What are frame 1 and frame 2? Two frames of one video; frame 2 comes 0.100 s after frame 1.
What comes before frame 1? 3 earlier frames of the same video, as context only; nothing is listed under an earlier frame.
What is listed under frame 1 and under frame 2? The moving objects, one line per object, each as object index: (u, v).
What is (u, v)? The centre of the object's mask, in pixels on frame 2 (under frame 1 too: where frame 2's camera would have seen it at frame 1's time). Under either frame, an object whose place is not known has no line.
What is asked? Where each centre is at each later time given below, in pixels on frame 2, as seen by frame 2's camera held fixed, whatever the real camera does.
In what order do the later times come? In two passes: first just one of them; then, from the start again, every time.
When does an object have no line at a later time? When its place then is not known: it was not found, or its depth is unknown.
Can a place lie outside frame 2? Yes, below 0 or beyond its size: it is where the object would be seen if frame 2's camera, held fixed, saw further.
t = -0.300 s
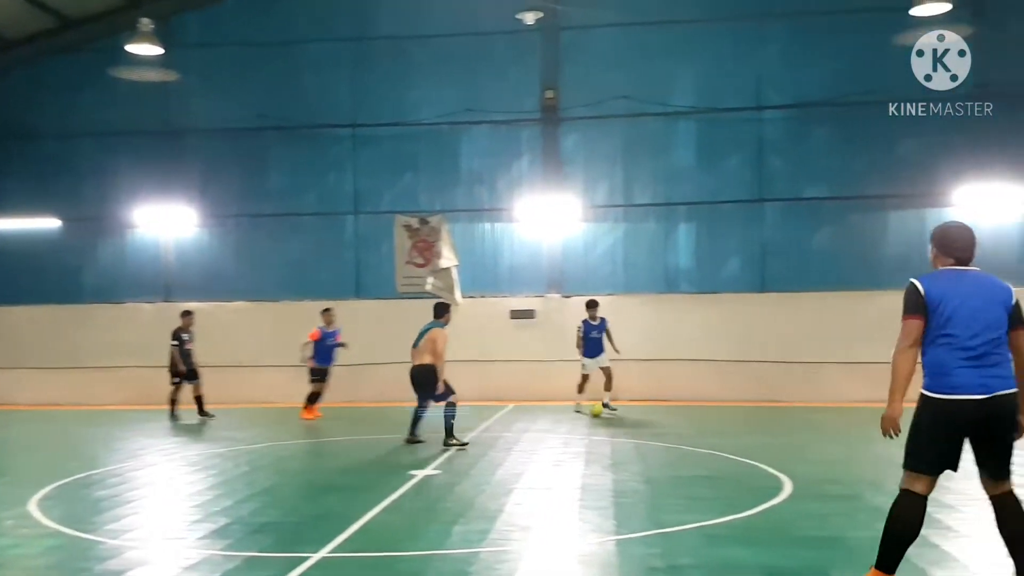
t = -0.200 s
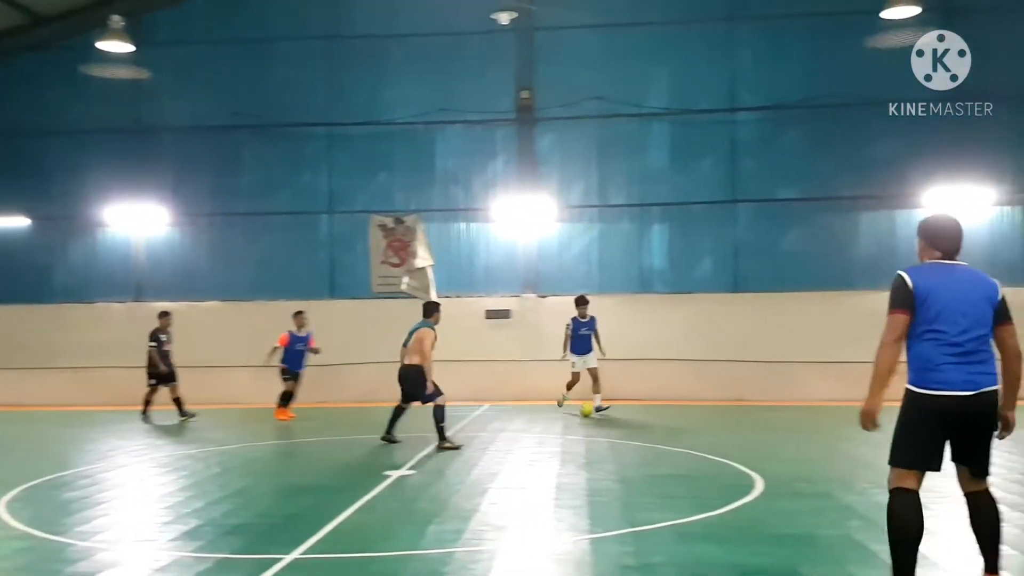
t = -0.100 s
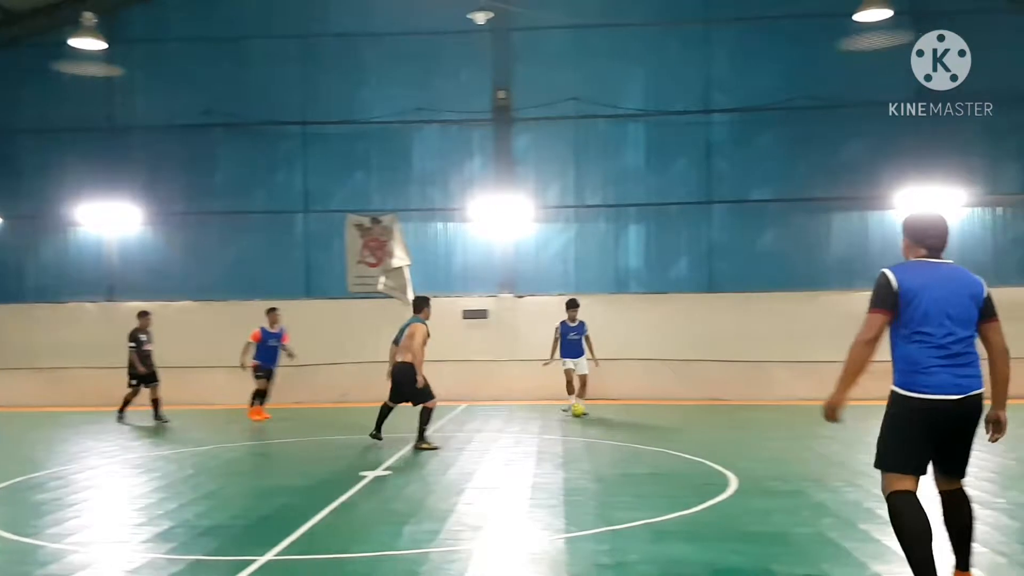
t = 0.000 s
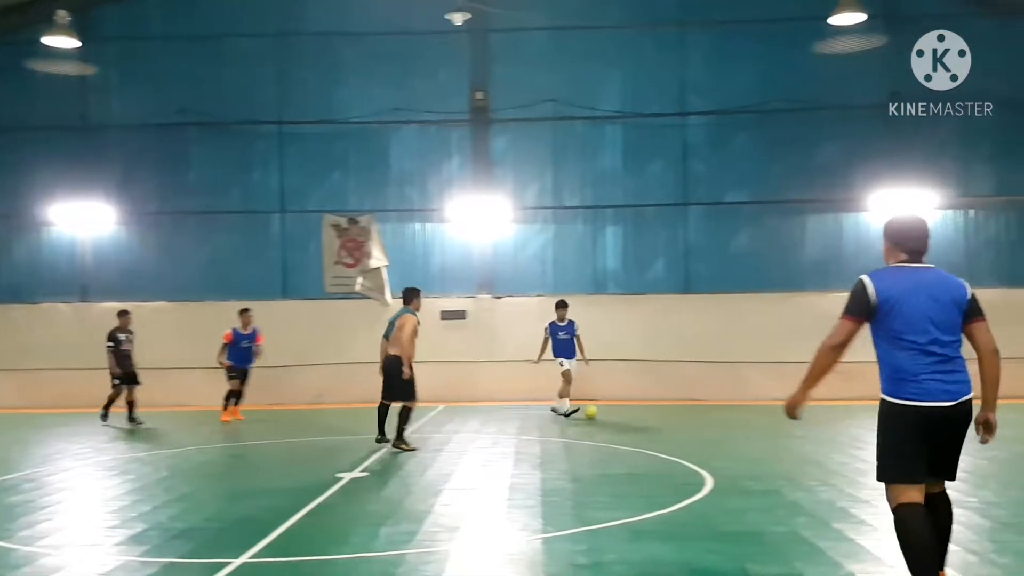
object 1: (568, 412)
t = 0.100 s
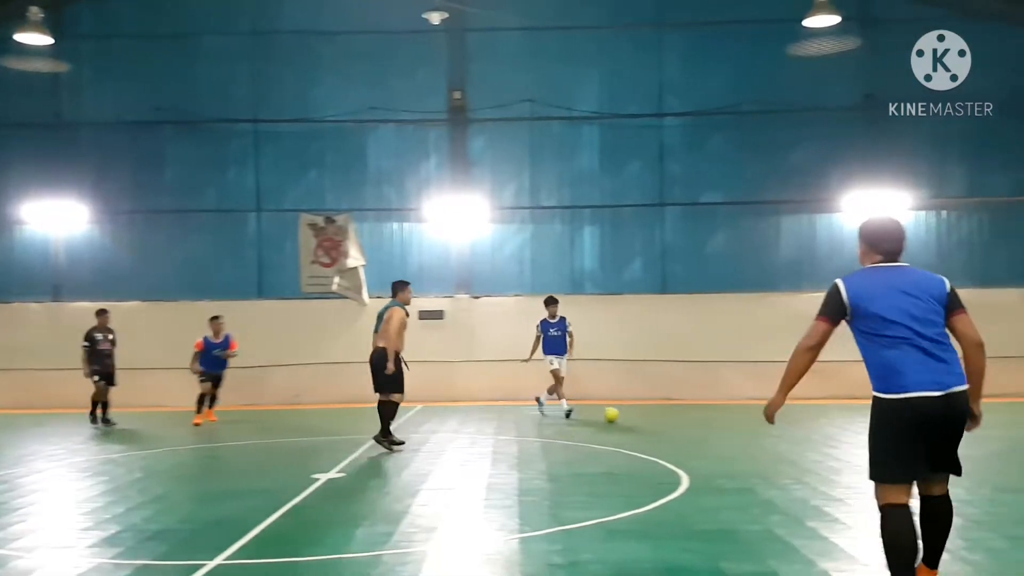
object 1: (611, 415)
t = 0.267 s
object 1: (683, 420)
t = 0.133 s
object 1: (625, 416)
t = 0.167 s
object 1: (640, 417)
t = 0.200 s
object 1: (654, 418)
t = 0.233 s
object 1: (668, 419)
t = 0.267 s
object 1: (683, 420)
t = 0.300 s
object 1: (697, 421)
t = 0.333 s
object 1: (712, 422)
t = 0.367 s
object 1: (726, 423)
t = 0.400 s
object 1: (741, 424)
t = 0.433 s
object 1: (755, 426)
